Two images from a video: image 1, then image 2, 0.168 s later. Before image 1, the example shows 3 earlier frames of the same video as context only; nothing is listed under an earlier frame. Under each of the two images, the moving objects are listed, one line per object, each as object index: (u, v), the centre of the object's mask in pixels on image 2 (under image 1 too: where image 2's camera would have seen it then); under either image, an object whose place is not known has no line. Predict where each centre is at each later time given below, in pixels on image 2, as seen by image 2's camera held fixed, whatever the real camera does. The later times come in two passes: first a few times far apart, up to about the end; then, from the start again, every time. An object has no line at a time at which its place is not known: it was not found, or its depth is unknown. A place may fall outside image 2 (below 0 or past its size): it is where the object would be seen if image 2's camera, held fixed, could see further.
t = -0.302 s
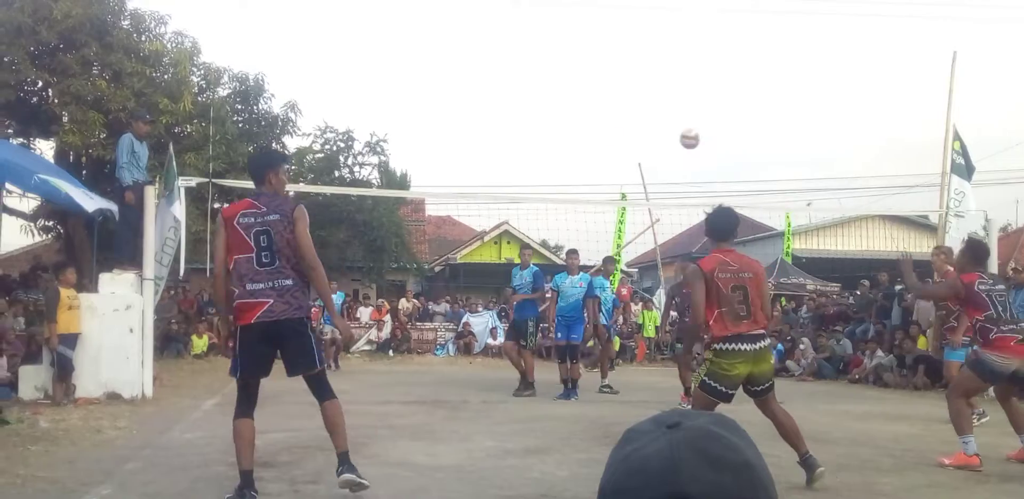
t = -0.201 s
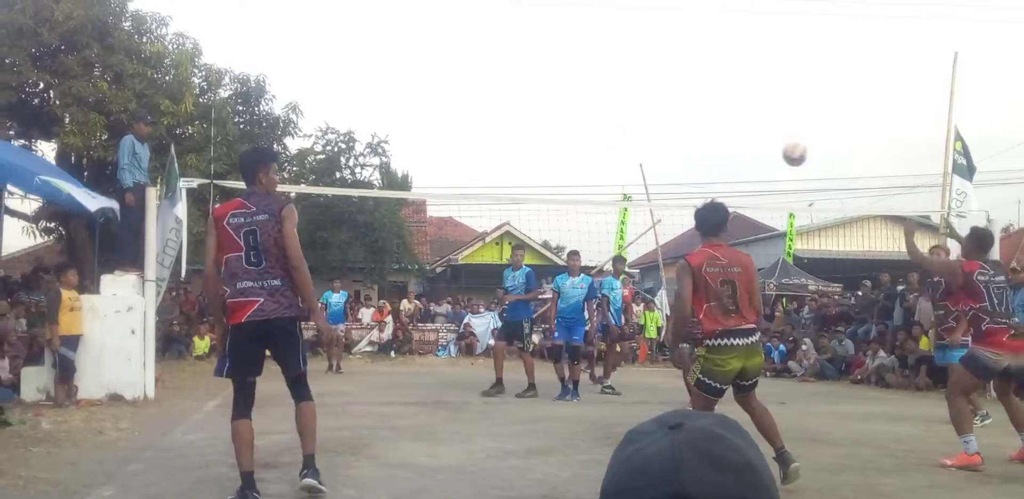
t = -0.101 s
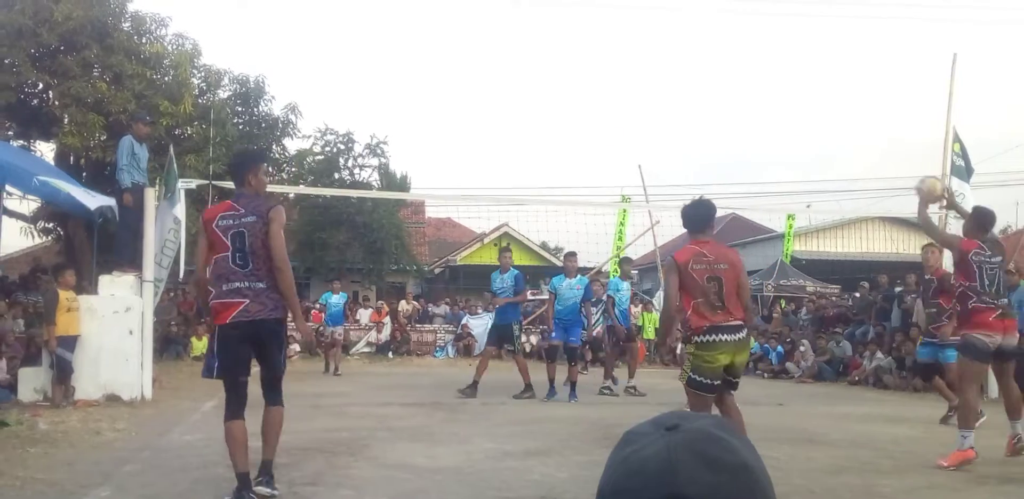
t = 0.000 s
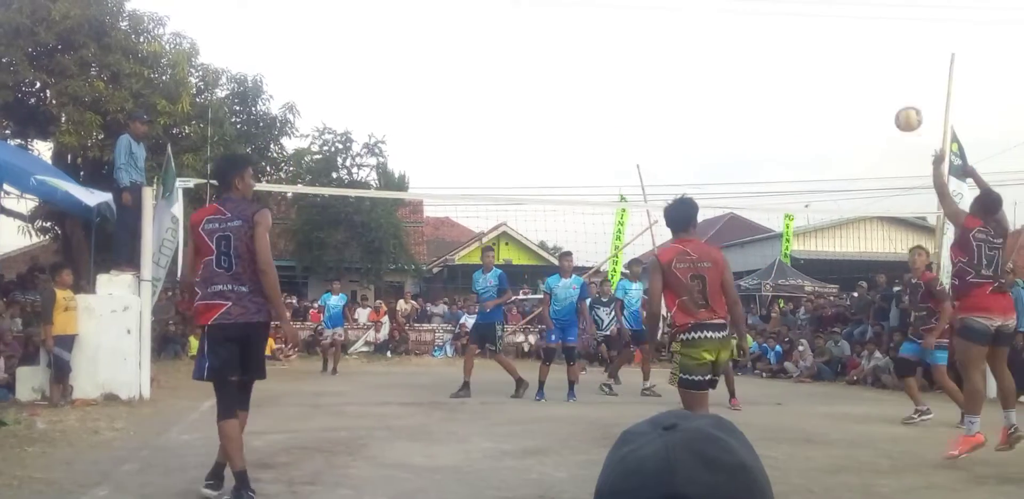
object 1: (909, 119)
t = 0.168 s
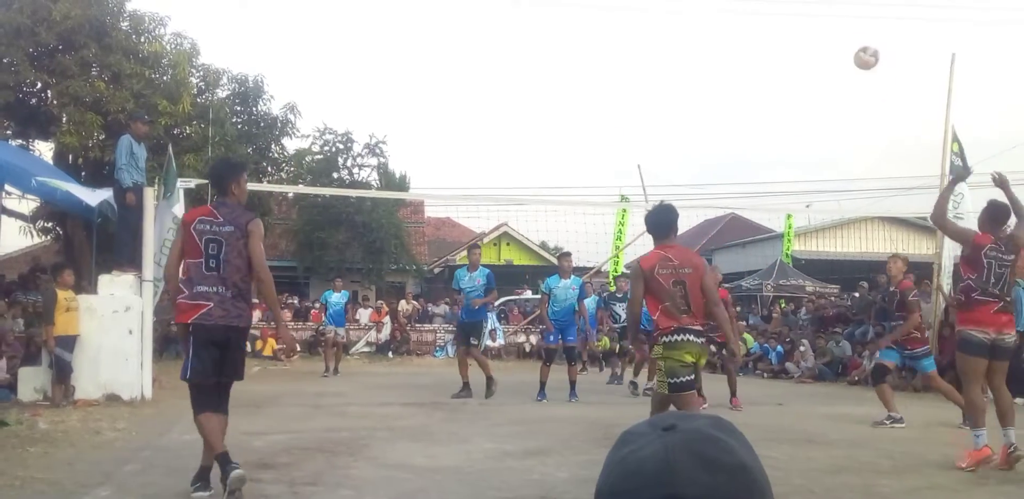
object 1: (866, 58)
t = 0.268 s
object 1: (844, 40)
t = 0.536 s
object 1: (795, 45)
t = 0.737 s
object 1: (764, 91)
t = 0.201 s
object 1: (859, 51)
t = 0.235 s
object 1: (852, 45)
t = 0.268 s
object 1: (844, 40)
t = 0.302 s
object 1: (837, 36)
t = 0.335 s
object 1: (831, 35)
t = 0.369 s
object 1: (824, 34)
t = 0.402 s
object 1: (818, 34)
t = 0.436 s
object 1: (812, 35)
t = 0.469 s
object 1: (806, 38)
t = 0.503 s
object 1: (800, 41)
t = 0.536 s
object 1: (795, 45)
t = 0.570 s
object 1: (790, 51)
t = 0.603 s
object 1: (784, 57)
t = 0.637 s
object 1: (779, 64)
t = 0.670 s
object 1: (774, 72)
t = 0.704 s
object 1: (769, 81)
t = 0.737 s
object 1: (764, 91)
